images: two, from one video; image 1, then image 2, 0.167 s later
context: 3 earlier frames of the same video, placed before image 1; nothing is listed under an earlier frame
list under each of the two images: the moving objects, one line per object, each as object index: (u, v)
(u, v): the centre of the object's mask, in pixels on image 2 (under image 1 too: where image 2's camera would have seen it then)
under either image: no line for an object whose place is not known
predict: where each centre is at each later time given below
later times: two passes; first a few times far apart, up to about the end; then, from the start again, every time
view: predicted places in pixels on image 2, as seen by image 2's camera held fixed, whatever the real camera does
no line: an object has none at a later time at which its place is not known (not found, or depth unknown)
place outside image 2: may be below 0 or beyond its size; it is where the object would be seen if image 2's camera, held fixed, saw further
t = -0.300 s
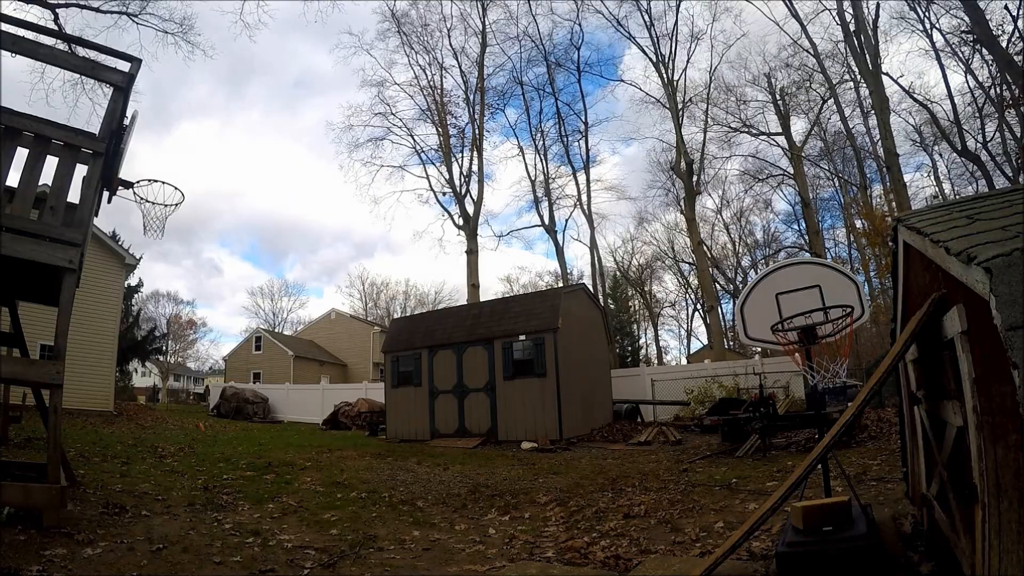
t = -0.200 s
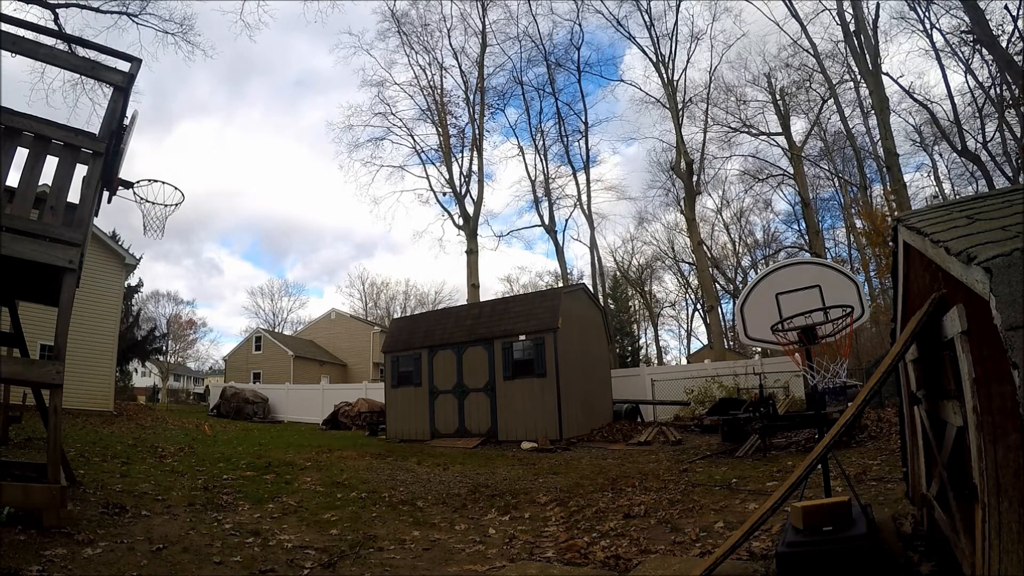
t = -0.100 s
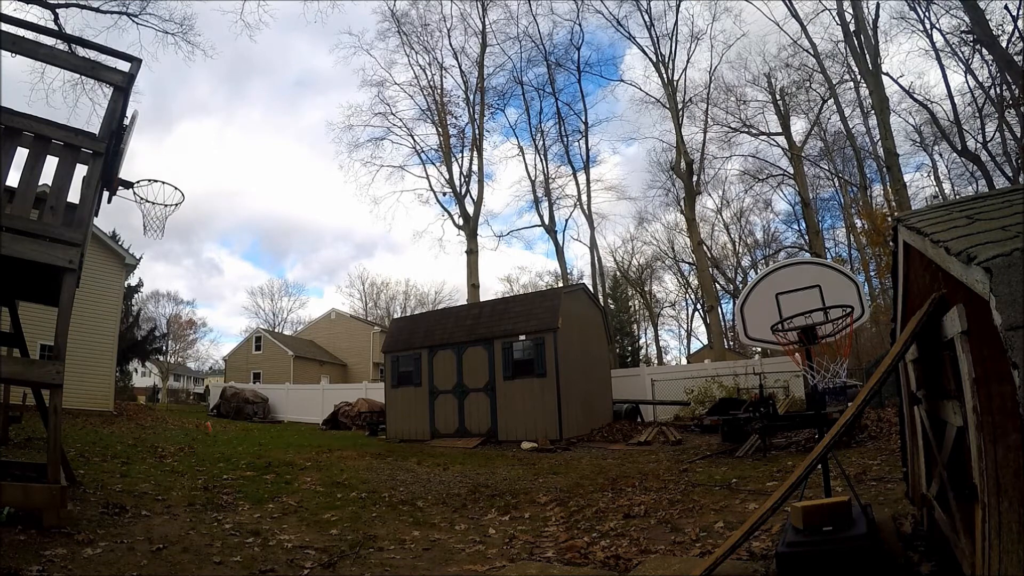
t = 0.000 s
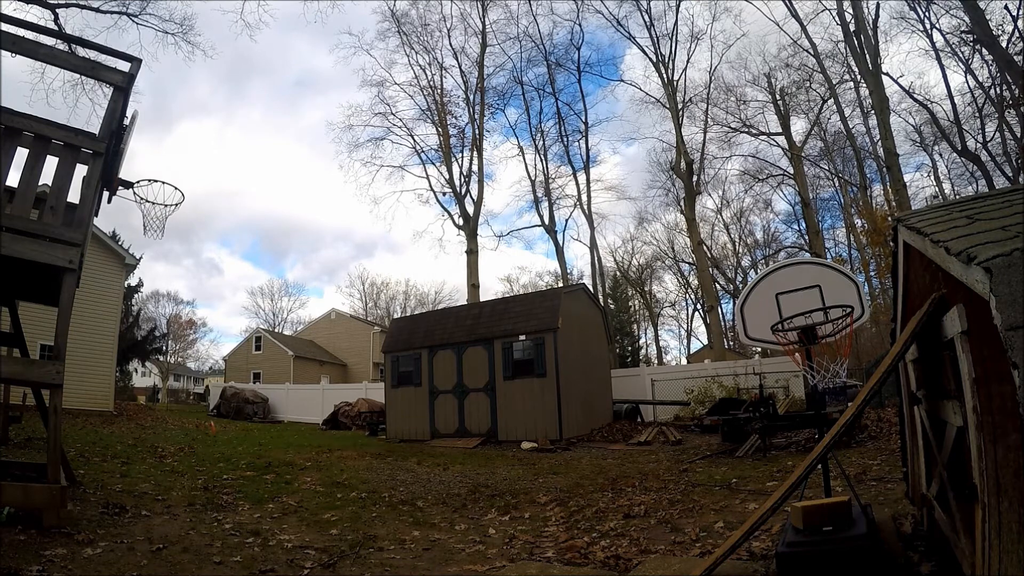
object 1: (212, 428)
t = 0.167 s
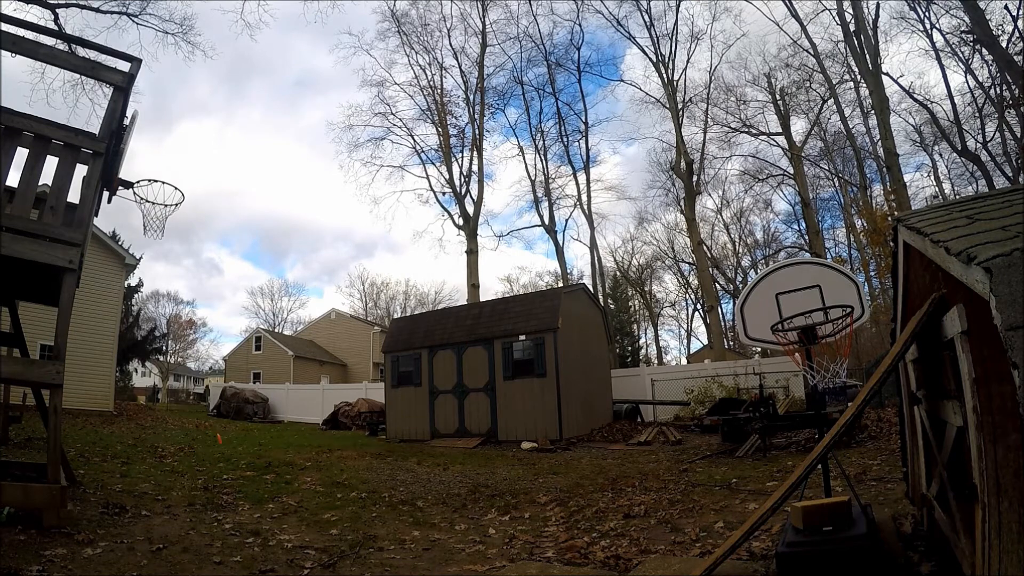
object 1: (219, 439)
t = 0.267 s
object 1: (221, 435)
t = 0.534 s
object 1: (241, 436)
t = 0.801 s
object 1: (296, 473)
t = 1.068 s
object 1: (403, 495)
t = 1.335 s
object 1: (587, 447)
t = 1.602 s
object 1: (773, 346)
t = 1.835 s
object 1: (772, 464)
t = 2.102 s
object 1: (669, 569)
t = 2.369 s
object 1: (556, 569)
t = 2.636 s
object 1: (475, 567)
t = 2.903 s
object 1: (437, 565)
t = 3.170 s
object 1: (434, 566)
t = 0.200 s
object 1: (220, 440)
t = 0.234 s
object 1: (220, 437)
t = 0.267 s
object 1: (221, 435)
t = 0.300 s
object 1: (222, 433)
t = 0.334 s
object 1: (224, 432)
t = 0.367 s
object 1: (225, 430)
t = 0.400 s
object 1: (227, 429)
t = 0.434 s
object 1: (230, 430)
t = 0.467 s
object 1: (233, 431)
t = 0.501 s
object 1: (236, 434)
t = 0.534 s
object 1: (241, 436)
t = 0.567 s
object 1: (245, 441)
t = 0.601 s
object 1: (251, 446)
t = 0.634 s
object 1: (258, 452)
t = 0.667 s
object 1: (264, 460)
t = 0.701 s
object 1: (272, 469)
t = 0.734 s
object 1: (281, 479)
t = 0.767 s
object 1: (288, 476)
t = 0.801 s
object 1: (296, 473)
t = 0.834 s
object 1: (305, 472)
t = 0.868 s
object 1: (315, 471)
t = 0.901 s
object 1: (326, 470)
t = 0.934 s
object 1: (339, 472)
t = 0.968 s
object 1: (352, 475)
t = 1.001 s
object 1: (367, 479)
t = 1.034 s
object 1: (384, 486)
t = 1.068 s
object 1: (403, 495)
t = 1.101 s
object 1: (424, 506)
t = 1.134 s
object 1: (449, 520)
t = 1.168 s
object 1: (478, 537)
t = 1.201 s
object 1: (504, 538)
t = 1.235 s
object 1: (523, 514)
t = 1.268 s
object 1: (542, 491)
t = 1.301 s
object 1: (564, 468)
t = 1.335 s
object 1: (587, 447)
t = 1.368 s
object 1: (611, 427)
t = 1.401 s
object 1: (636, 408)
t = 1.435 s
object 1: (661, 391)
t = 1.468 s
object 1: (688, 376)
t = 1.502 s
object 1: (714, 363)
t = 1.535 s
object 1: (740, 352)
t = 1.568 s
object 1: (764, 345)
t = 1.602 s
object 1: (773, 346)
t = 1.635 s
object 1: (770, 352)
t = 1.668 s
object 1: (767, 362)
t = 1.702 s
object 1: (765, 376)
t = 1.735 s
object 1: (765, 393)
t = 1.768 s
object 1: (767, 412)
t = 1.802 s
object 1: (769, 436)
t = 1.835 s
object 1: (772, 464)
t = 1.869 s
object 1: (766, 481)
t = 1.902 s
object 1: (753, 490)
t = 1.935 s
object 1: (738, 501)
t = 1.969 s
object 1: (724, 513)
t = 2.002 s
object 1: (710, 528)
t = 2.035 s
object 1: (696, 545)
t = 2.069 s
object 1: (680, 559)
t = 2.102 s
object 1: (669, 569)
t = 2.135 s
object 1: (649, 571)
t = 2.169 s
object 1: (629, 568)
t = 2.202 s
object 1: (616, 566)
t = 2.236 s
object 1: (603, 565)
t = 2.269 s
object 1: (590, 565)
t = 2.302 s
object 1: (577, 566)
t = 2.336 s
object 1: (566, 568)
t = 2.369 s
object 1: (556, 569)
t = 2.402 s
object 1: (546, 568)
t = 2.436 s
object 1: (535, 567)
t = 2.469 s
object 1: (524, 567)
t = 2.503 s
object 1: (514, 566)
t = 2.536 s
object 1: (505, 567)
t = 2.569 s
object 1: (495, 568)
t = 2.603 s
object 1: (484, 568)
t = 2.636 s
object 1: (475, 567)
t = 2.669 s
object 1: (468, 566)
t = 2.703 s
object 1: (461, 566)
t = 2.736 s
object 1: (455, 566)
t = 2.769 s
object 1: (450, 567)
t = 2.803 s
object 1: (446, 566)
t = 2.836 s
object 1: (442, 566)
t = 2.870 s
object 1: (439, 566)
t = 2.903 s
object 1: (437, 565)
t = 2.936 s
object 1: (436, 565)
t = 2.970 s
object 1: (435, 565)
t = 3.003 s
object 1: (434, 566)
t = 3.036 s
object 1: (434, 566)
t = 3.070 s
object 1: (434, 566)
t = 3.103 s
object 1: (434, 566)
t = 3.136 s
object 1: (434, 566)
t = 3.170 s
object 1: (434, 566)
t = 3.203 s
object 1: (434, 566)
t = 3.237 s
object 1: (434, 566)
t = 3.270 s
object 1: (434, 566)
